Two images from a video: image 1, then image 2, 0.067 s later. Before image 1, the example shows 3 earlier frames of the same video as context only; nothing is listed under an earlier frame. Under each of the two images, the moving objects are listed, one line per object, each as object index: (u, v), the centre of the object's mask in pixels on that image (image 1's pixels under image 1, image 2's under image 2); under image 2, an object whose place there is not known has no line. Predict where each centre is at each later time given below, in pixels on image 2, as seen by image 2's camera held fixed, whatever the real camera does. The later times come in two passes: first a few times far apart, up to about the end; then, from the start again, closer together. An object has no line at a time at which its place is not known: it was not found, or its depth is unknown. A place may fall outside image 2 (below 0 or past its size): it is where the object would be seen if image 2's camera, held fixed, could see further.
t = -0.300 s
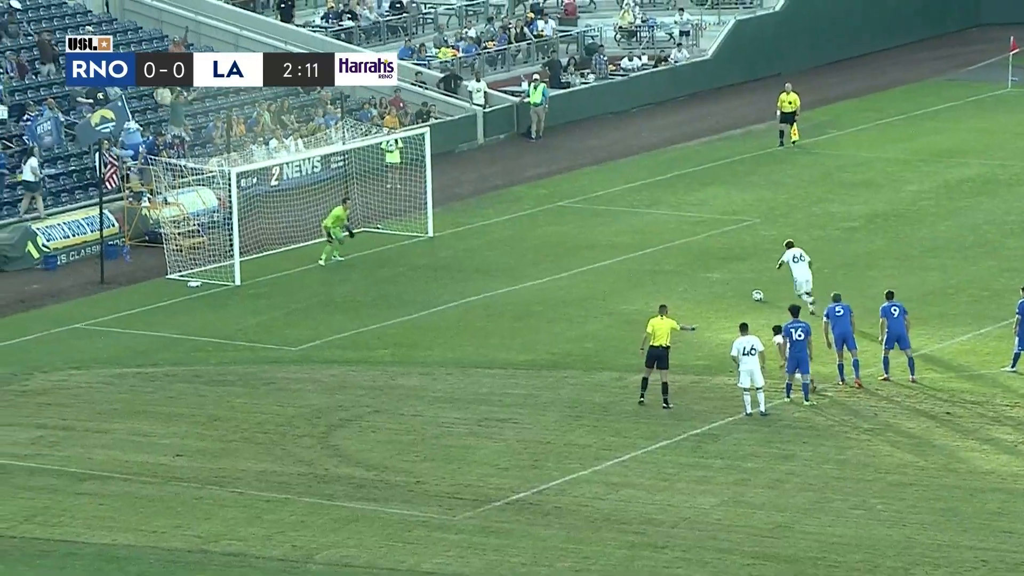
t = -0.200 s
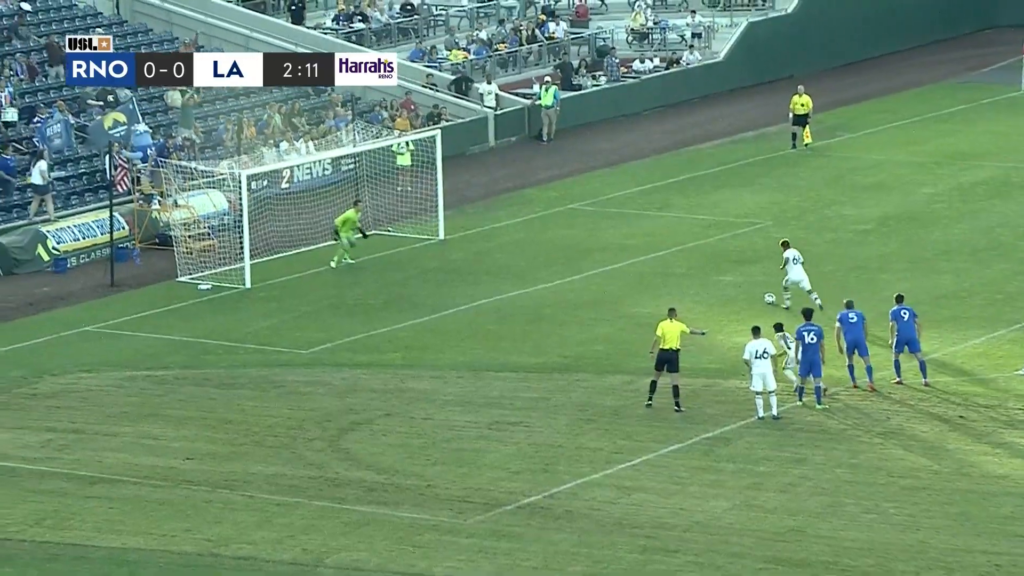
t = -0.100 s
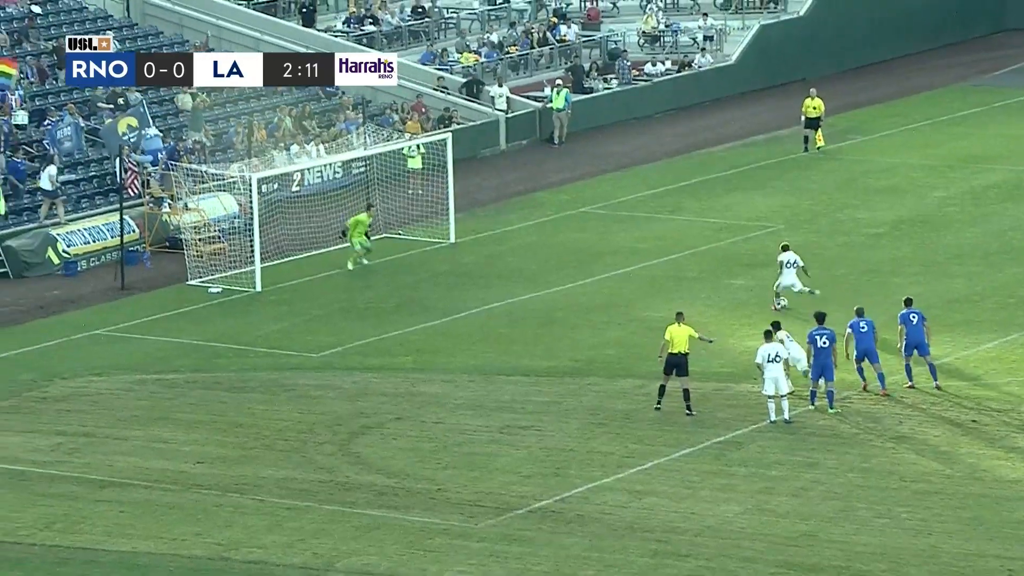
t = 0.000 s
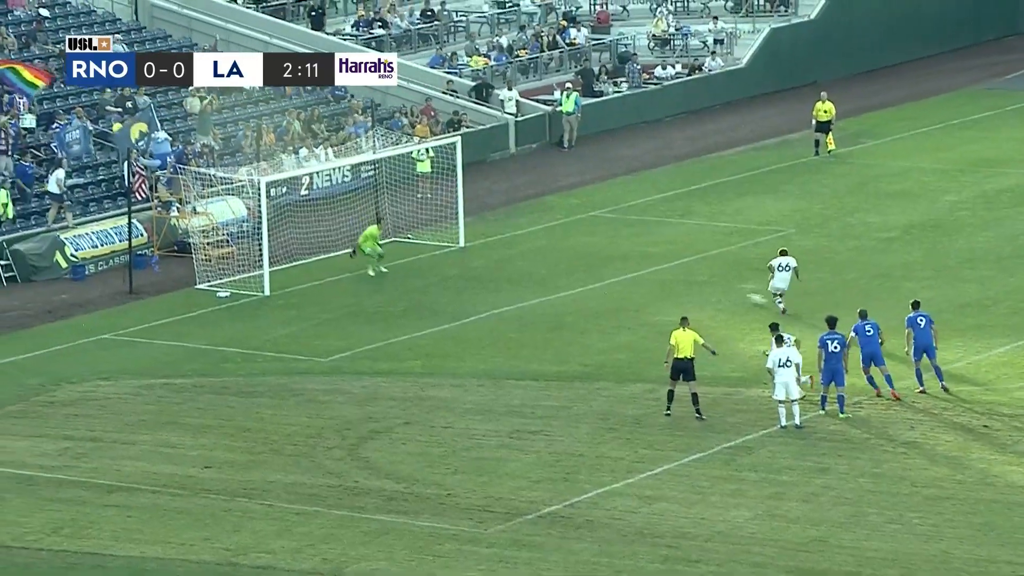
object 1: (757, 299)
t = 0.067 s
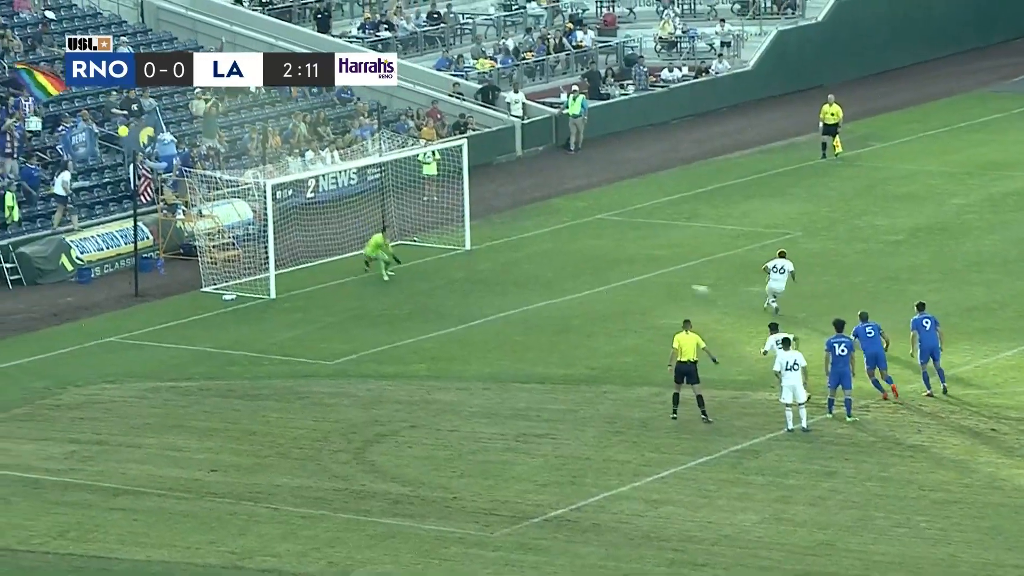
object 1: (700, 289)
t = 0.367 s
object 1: (453, 253)
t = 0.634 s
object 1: (350, 206)
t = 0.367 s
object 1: (453, 253)
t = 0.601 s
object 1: (352, 214)
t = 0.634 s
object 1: (350, 206)
